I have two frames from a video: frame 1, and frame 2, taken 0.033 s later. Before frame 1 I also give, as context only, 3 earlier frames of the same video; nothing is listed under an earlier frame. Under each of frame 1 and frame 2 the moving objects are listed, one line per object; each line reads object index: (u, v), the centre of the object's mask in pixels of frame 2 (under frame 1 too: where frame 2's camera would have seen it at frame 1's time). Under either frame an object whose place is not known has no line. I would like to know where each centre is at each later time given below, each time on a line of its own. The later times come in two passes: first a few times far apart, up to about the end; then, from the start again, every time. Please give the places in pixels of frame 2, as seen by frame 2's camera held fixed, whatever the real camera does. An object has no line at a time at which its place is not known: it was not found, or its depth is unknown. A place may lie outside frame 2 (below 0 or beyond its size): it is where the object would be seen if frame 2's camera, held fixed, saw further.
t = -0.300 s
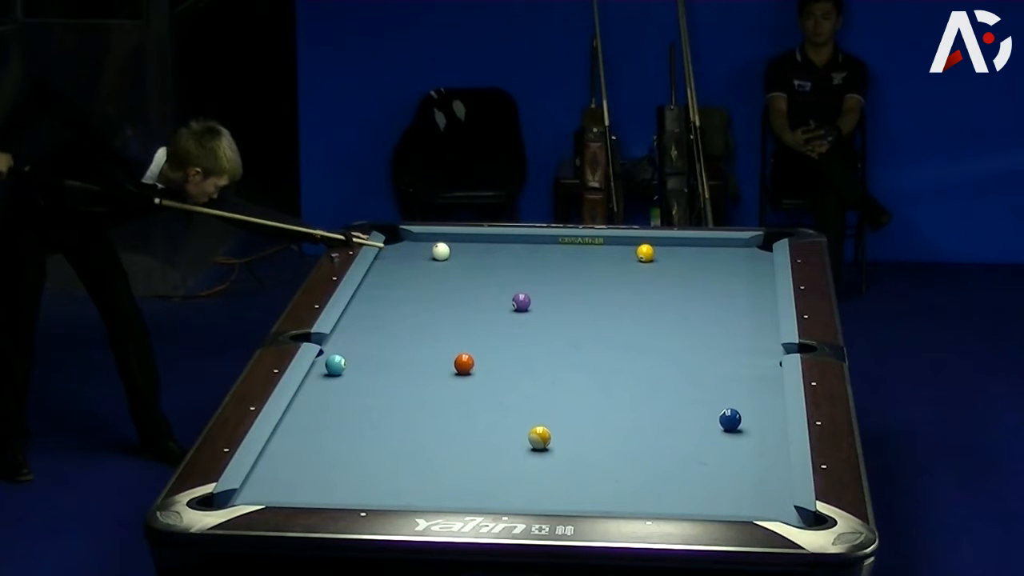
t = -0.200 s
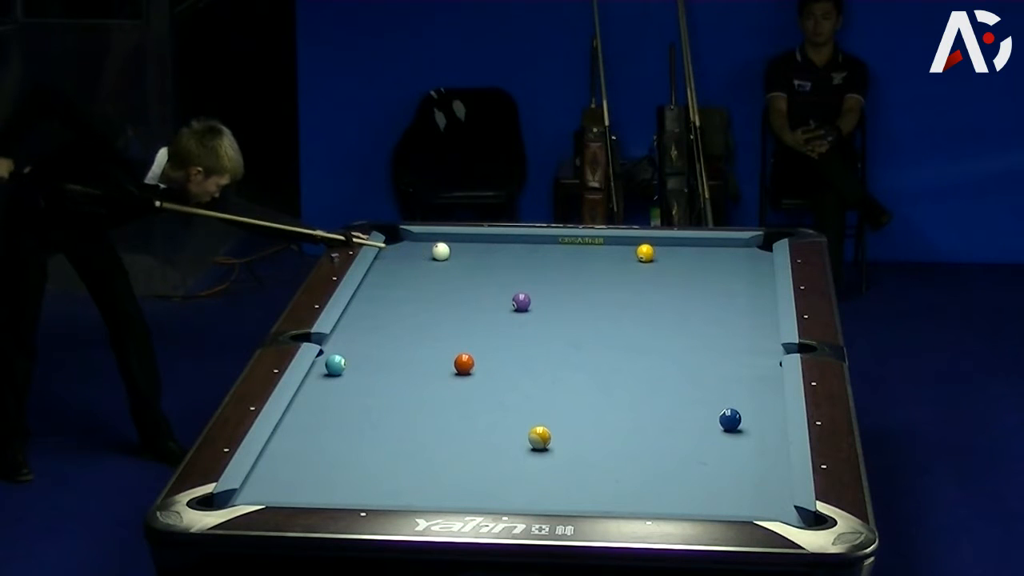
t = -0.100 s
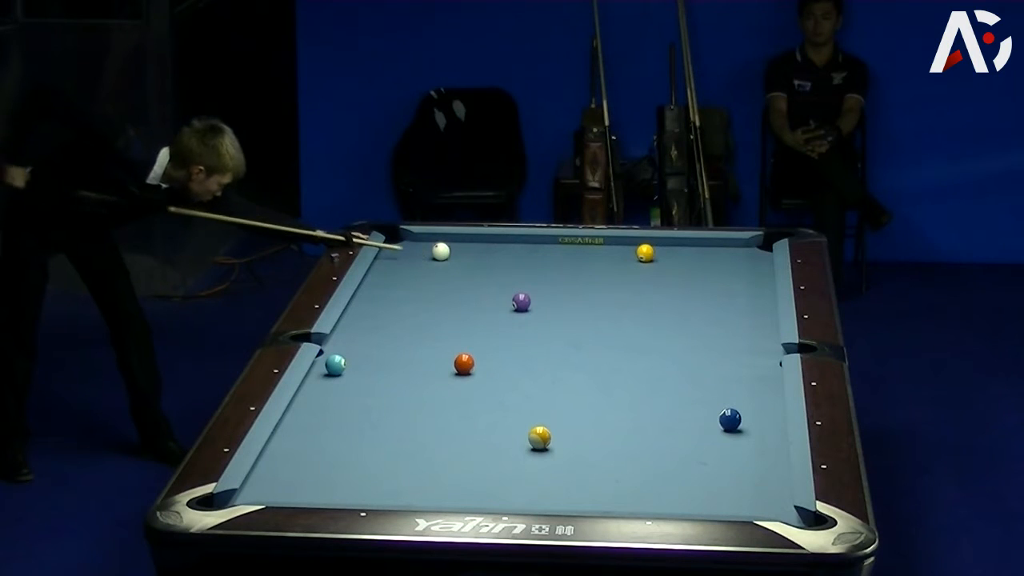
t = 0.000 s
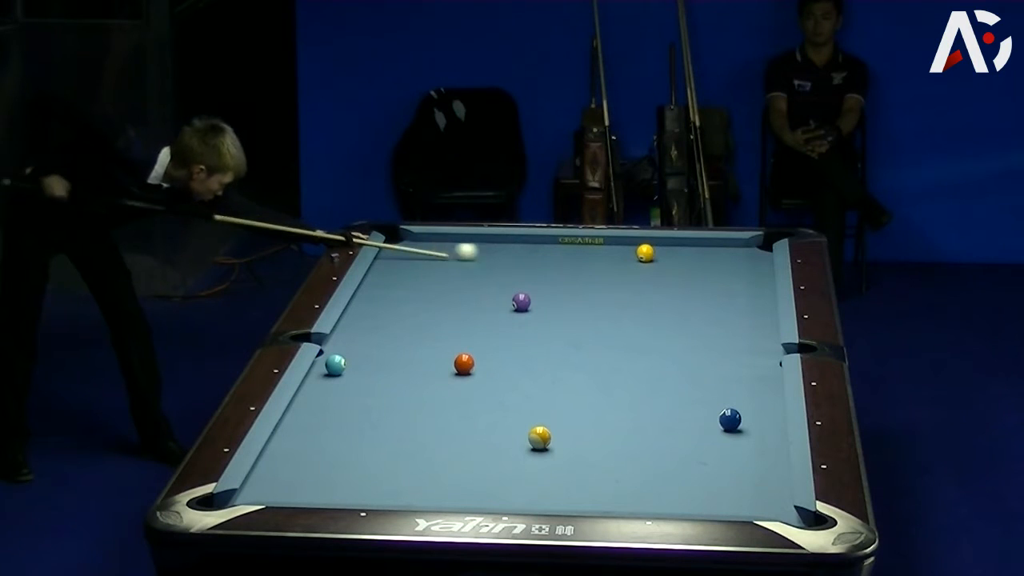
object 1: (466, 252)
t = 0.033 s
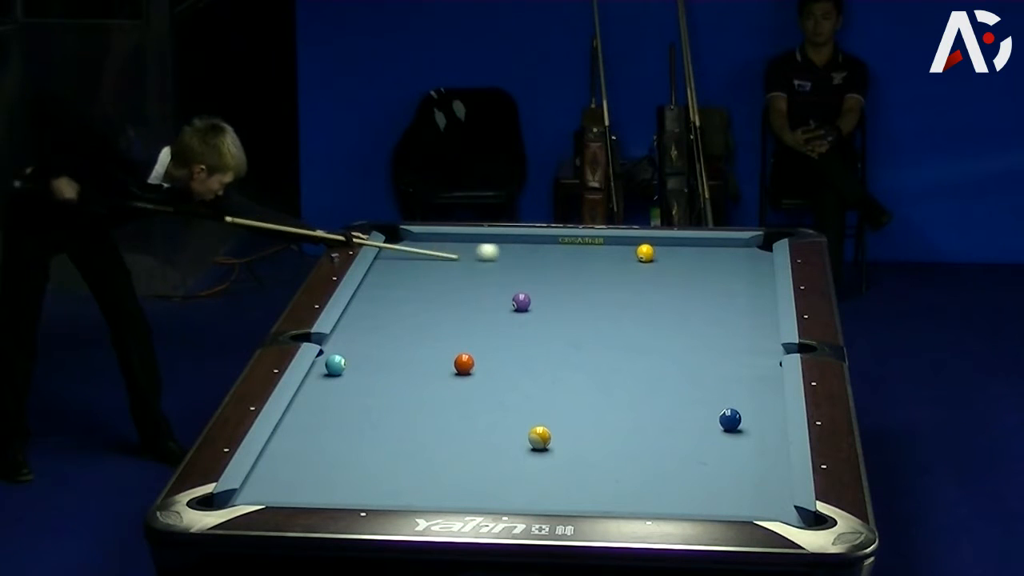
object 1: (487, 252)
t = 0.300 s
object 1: (629, 255)
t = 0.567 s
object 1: (652, 264)
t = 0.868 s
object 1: (677, 273)
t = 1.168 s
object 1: (701, 282)
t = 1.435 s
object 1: (722, 289)
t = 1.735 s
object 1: (746, 298)
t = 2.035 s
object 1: (767, 305)
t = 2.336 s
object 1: (755, 310)
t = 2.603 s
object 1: (746, 314)
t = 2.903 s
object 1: (736, 318)
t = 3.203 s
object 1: (728, 321)
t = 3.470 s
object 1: (722, 324)
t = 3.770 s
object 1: (715, 326)
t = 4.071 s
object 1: (711, 328)
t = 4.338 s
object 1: (708, 329)
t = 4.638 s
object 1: (706, 330)
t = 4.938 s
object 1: (706, 330)
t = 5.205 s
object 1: (707, 330)
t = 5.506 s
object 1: (707, 330)
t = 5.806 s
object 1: (707, 330)
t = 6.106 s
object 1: (707, 330)
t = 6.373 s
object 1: (707, 330)
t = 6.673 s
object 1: (707, 330)
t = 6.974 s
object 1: (707, 330)
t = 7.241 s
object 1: (707, 330)
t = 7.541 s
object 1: (707, 330)
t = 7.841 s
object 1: (707, 330)
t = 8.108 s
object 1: (707, 330)
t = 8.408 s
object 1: (707, 330)
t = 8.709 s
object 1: (707, 330)
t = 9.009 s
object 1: (707, 330)
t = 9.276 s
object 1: (707, 330)
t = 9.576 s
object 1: (707, 330)
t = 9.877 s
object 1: (707, 330)
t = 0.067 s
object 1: (508, 252)
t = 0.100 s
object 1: (527, 253)
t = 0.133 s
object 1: (547, 253)
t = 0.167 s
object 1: (565, 253)
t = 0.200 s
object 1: (583, 254)
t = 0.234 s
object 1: (600, 254)
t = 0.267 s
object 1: (615, 254)
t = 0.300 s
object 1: (629, 255)
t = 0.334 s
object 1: (632, 256)
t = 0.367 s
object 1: (635, 257)
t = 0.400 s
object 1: (637, 259)
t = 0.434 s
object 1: (640, 260)
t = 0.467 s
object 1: (643, 261)
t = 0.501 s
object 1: (646, 262)
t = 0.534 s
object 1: (649, 263)
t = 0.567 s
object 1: (652, 264)
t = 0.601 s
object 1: (655, 265)
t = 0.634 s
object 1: (657, 266)
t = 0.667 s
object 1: (660, 267)
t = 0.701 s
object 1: (663, 268)
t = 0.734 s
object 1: (666, 269)
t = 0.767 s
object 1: (668, 270)
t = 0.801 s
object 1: (671, 271)
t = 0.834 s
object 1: (674, 272)
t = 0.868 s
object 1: (677, 273)
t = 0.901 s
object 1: (680, 274)
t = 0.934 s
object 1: (682, 275)
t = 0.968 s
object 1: (685, 276)
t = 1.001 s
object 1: (688, 277)
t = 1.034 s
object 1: (691, 278)
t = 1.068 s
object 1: (693, 279)
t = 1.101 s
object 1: (696, 280)
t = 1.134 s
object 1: (699, 281)
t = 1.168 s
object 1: (701, 282)
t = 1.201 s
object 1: (704, 283)
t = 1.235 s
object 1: (707, 284)
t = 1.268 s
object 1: (709, 285)
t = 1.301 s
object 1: (712, 286)
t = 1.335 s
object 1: (715, 287)
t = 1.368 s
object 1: (717, 287)
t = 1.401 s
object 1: (720, 288)
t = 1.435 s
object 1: (722, 289)
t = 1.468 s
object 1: (725, 290)
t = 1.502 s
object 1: (728, 291)
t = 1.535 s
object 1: (730, 292)
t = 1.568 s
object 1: (733, 293)
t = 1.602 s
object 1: (735, 294)
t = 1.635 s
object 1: (738, 295)
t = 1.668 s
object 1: (741, 296)
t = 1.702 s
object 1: (743, 297)
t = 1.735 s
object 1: (746, 298)
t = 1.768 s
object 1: (748, 298)
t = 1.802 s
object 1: (751, 299)
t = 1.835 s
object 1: (753, 300)
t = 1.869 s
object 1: (755, 301)
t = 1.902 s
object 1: (758, 302)
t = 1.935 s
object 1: (760, 303)
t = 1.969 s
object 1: (763, 303)
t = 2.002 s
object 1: (765, 304)
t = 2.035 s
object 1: (767, 305)
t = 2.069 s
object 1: (765, 306)
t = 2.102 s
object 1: (764, 306)
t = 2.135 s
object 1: (763, 307)
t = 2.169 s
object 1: (762, 307)
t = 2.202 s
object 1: (761, 308)
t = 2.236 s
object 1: (759, 308)
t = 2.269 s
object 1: (758, 309)
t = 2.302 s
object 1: (757, 309)
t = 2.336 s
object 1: (755, 310)
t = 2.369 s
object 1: (754, 311)
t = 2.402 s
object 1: (753, 311)
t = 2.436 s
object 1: (752, 311)
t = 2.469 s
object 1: (751, 312)
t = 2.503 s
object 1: (749, 313)
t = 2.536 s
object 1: (748, 313)
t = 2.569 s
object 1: (747, 313)
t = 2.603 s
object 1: (746, 314)
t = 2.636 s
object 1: (745, 314)
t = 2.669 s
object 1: (744, 315)
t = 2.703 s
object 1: (742, 315)
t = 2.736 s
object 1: (741, 316)
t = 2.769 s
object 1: (740, 316)
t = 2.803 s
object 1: (739, 317)
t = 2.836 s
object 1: (738, 317)
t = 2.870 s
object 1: (737, 318)
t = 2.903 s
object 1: (736, 318)
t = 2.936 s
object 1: (735, 318)
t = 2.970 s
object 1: (734, 319)
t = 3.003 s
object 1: (733, 319)
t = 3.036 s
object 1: (732, 319)
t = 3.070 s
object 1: (731, 320)
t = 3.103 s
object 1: (730, 320)
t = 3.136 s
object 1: (730, 320)
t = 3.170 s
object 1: (729, 321)
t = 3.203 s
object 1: (728, 321)
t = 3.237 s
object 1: (727, 322)
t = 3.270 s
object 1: (726, 322)
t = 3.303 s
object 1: (725, 322)
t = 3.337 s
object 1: (725, 323)
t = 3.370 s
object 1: (724, 323)
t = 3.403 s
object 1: (723, 323)
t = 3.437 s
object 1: (722, 323)
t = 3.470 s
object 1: (722, 324)
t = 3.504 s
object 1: (721, 324)
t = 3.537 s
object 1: (720, 324)
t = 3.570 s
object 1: (719, 324)
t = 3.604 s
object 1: (719, 325)
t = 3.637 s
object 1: (718, 325)
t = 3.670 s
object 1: (717, 325)
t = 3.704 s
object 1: (717, 326)
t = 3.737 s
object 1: (716, 326)
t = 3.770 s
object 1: (715, 326)
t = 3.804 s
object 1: (715, 326)
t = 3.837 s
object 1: (714, 326)
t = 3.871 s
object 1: (714, 327)
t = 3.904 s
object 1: (713, 327)
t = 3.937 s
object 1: (713, 327)
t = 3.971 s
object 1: (713, 327)
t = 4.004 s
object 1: (712, 328)
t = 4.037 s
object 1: (712, 328)
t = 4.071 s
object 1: (711, 328)
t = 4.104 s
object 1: (711, 328)
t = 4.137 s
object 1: (710, 328)
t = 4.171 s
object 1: (710, 328)
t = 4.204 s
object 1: (710, 328)
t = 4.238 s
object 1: (709, 328)
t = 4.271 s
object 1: (709, 329)
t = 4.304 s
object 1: (709, 329)
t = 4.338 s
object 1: (708, 329)
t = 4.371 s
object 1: (708, 329)
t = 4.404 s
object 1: (708, 329)
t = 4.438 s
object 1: (707, 329)
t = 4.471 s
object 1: (707, 329)
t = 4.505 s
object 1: (707, 329)
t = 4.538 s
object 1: (707, 330)
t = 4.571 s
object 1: (707, 330)
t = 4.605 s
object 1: (707, 330)
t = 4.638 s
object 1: (706, 330)
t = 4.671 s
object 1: (706, 330)
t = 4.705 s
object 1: (706, 330)
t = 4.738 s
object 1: (706, 330)
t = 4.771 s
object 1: (706, 330)
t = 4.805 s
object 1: (706, 330)
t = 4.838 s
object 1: (706, 330)
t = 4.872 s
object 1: (706, 330)
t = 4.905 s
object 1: (706, 330)
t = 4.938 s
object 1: (706, 330)
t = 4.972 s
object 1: (706, 330)
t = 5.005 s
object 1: (707, 330)
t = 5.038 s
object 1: (707, 330)
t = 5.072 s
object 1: (707, 330)
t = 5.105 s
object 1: (707, 330)
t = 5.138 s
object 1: (707, 330)
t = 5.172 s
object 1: (706, 330)
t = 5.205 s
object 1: (707, 330)
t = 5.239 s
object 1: (707, 330)
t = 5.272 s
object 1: (707, 330)
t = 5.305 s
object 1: (707, 330)
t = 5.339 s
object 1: (707, 330)
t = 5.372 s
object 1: (707, 330)
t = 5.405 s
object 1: (707, 330)
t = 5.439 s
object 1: (707, 330)
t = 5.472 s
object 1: (707, 330)
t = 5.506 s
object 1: (707, 330)
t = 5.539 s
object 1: (707, 330)
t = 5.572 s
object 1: (707, 330)
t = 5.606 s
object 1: (707, 330)
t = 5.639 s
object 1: (707, 330)
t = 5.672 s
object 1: (707, 330)
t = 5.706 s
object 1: (707, 330)
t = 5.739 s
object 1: (707, 330)
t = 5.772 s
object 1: (707, 330)
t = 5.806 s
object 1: (707, 330)
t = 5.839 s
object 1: (707, 330)
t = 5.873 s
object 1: (707, 330)
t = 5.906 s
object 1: (707, 330)
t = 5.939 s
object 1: (707, 330)
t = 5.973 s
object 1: (707, 330)
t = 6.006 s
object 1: (707, 330)
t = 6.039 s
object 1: (707, 330)
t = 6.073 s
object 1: (707, 330)
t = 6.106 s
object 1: (707, 330)
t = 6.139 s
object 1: (707, 330)
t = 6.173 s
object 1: (707, 330)
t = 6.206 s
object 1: (707, 330)
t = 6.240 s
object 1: (707, 330)
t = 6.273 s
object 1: (707, 330)
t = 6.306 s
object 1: (707, 330)
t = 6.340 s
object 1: (707, 330)
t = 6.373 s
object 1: (707, 330)
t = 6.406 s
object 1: (707, 330)
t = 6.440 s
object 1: (707, 330)
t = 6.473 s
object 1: (707, 330)
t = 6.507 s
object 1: (707, 330)
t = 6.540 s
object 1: (707, 330)
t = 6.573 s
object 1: (707, 330)
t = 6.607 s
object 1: (707, 330)
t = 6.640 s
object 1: (707, 330)
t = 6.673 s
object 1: (707, 330)
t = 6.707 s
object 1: (707, 330)
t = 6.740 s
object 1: (707, 330)
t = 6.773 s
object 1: (707, 330)
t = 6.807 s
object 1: (707, 330)
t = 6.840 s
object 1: (707, 330)
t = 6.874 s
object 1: (707, 330)
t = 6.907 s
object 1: (707, 330)
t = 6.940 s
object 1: (707, 330)
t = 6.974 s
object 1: (707, 330)
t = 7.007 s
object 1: (707, 330)
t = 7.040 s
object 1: (707, 330)
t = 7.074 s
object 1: (707, 330)
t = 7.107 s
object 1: (707, 330)
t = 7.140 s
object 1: (707, 330)
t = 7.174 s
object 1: (707, 330)
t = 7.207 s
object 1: (707, 330)
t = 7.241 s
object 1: (707, 330)
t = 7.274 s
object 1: (707, 330)
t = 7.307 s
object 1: (707, 330)
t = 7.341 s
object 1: (707, 330)
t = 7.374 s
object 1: (707, 330)
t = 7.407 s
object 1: (707, 330)
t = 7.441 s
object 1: (707, 330)
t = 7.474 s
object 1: (707, 330)
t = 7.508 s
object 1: (707, 330)
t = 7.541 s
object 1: (707, 330)
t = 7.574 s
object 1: (707, 330)
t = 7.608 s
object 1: (707, 330)
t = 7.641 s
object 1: (707, 330)
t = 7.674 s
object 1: (707, 330)
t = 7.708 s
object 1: (707, 330)
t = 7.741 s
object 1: (707, 330)
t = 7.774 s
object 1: (707, 330)
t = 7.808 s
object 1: (707, 330)
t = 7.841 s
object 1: (707, 330)
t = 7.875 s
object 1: (707, 330)
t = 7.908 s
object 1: (707, 330)
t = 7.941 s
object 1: (707, 330)
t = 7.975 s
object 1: (707, 330)
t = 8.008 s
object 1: (707, 330)
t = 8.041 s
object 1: (707, 330)
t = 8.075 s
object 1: (707, 330)
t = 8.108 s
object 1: (707, 330)
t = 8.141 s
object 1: (707, 330)
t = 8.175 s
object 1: (707, 330)
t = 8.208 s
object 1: (707, 330)
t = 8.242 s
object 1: (707, 330)
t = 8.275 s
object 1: (707, 330)
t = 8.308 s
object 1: (707, 330)
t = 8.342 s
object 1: (707, 330)
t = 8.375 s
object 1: (707, 330)
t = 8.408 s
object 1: (707, 330)
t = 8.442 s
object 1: (707, 330)
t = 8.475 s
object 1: (707, 330)
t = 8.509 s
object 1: (707, 330)
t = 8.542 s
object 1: (707, 330)
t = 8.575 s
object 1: (707, 330)
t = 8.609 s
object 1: (707, 330)
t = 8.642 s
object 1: (707, 330)
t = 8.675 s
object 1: (707, 330)
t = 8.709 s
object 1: (707, 330)
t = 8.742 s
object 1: (707, 330)
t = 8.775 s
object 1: (707, 330)
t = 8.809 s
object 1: (707, 330)
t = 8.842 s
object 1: (707, 330)
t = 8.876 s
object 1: (707, 330)
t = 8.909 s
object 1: (707, 330)
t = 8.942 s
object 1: (707, 330)
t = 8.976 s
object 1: (707, 330)
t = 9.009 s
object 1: (707, 330)
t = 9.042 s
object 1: (707, 330)
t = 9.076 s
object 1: (707, 330)
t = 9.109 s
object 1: (707, 330)
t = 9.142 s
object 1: (707, 330)
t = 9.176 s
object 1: (707, 330)
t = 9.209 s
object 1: (707, 330)
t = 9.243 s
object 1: (707, 330)
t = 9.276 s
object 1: (707, 330)
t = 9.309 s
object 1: (707, 330)
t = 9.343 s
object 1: (707, 330)
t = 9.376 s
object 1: (707, 330)
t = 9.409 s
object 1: (707, 330)
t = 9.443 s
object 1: (707, 330)
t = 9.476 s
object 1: (707, 330)
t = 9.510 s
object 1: (707, 330)
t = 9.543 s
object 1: (707, 330)
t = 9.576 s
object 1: (707, 330)
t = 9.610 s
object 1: (707, 330)
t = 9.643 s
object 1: (707, 330)
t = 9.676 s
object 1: (707, 330)
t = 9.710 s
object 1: (707, 330)
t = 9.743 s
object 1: (707, 330)
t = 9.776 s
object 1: (707, 330)
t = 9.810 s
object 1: (707, 330)
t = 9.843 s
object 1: (707, 330)
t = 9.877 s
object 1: (707, 330)
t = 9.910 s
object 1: (707, 330)
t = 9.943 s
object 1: (707, 330)
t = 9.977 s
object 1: (707, 330)
